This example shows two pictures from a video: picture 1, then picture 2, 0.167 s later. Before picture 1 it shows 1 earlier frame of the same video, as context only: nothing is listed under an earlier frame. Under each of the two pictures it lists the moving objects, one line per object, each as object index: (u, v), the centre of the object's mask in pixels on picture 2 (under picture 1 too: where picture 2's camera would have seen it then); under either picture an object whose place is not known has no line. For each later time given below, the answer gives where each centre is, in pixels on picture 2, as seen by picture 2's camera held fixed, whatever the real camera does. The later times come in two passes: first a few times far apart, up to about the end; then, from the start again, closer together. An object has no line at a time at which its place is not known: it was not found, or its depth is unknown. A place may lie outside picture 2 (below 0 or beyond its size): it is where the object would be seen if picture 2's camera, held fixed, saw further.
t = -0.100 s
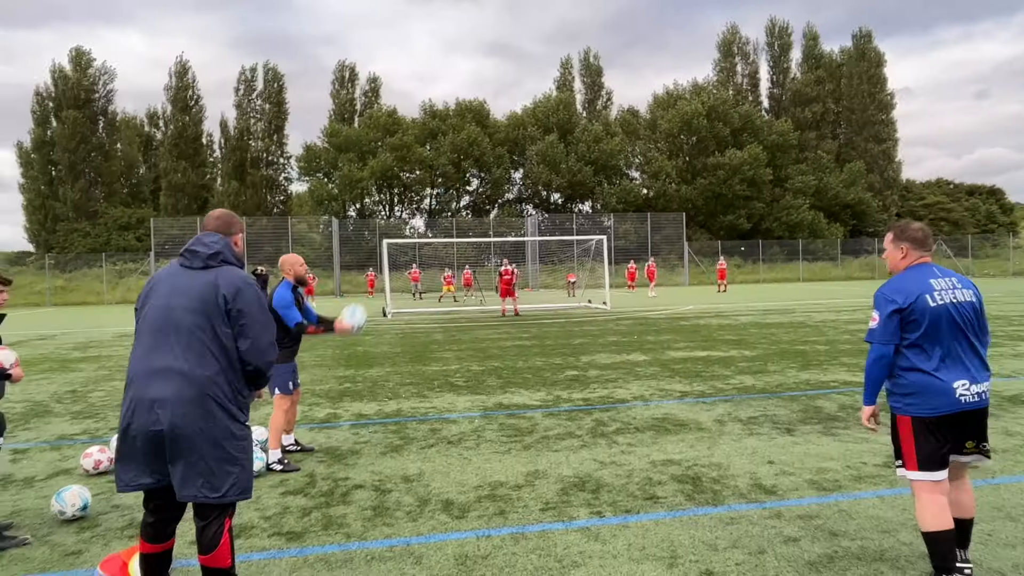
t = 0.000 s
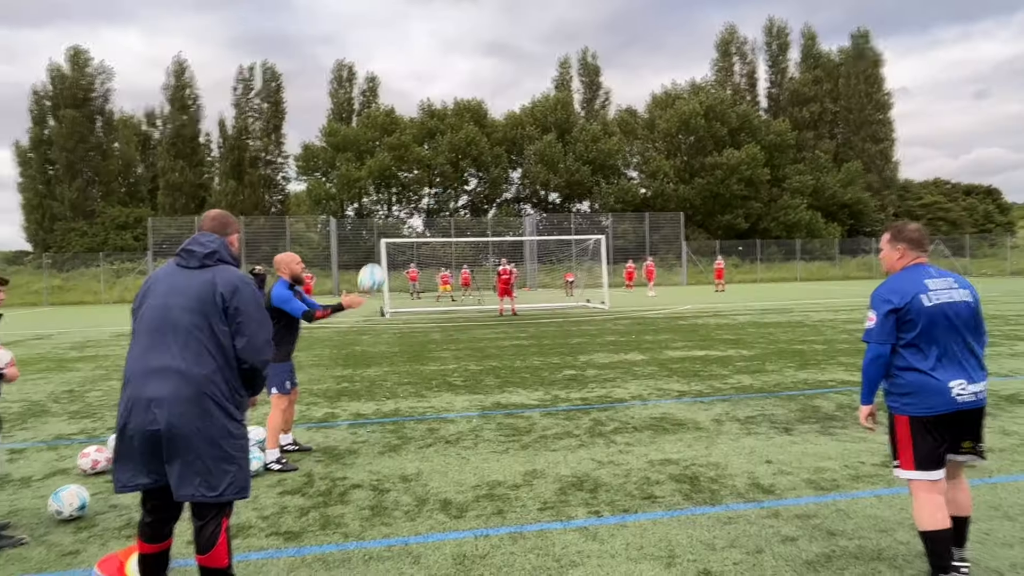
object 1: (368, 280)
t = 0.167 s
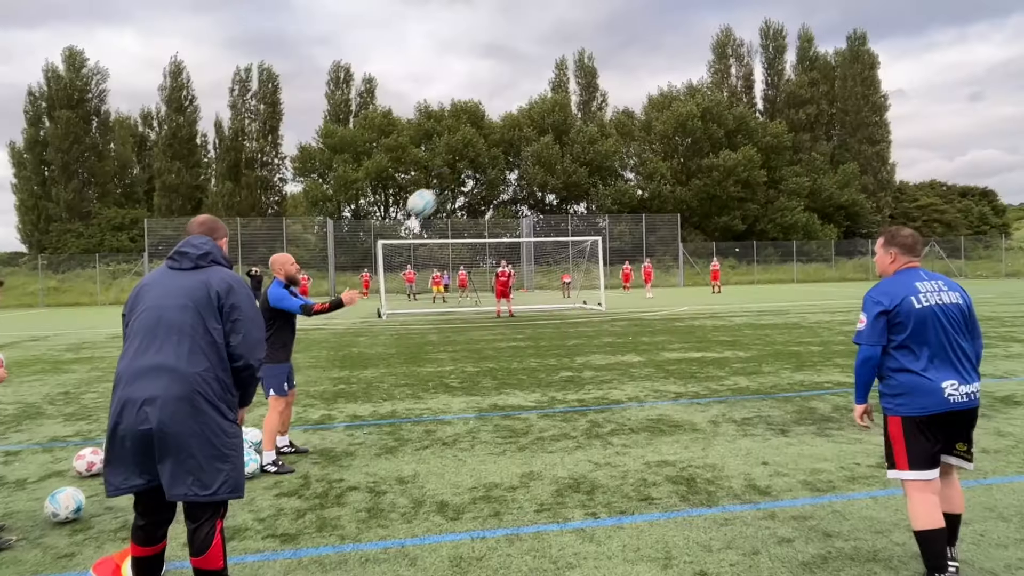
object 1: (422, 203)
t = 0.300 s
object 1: (464, 166)
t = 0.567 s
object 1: (546, 159)
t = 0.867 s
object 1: (633, 244)
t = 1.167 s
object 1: (712, 417)
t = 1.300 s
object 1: (725, 367)
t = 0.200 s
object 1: (433, 192)
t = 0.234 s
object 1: (443, 182)
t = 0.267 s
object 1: (454, 174)
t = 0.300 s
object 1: (464, 166)
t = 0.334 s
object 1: (475, 161)
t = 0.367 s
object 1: (485, 157)
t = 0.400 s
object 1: (495, 154)
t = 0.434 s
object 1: (506, 152)
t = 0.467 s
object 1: (516, 152)
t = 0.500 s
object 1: (526, 153)
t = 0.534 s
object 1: (536, 155)
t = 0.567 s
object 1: (546, 159)
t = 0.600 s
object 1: (557, 164)
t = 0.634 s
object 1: (566, 170)
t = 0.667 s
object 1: (576, 177)
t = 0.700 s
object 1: (585, 185)
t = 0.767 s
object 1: (605, 204)
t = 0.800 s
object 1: (614, 216)
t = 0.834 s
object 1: (624, 229)
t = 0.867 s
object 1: (633, 244)
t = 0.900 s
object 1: (642, 259)
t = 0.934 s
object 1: (651, 275)
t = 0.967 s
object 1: (660, 292)
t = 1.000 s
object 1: (669, 311)
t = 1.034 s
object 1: (678, 329)
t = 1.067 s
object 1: (686, 350)
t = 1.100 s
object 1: (695, 371)
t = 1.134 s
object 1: (704, 393)
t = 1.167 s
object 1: (712, 417)
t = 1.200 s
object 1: (717, 408)
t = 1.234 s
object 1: (720, 393)
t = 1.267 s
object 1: (722, 379)
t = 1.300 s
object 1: (725, 367)
